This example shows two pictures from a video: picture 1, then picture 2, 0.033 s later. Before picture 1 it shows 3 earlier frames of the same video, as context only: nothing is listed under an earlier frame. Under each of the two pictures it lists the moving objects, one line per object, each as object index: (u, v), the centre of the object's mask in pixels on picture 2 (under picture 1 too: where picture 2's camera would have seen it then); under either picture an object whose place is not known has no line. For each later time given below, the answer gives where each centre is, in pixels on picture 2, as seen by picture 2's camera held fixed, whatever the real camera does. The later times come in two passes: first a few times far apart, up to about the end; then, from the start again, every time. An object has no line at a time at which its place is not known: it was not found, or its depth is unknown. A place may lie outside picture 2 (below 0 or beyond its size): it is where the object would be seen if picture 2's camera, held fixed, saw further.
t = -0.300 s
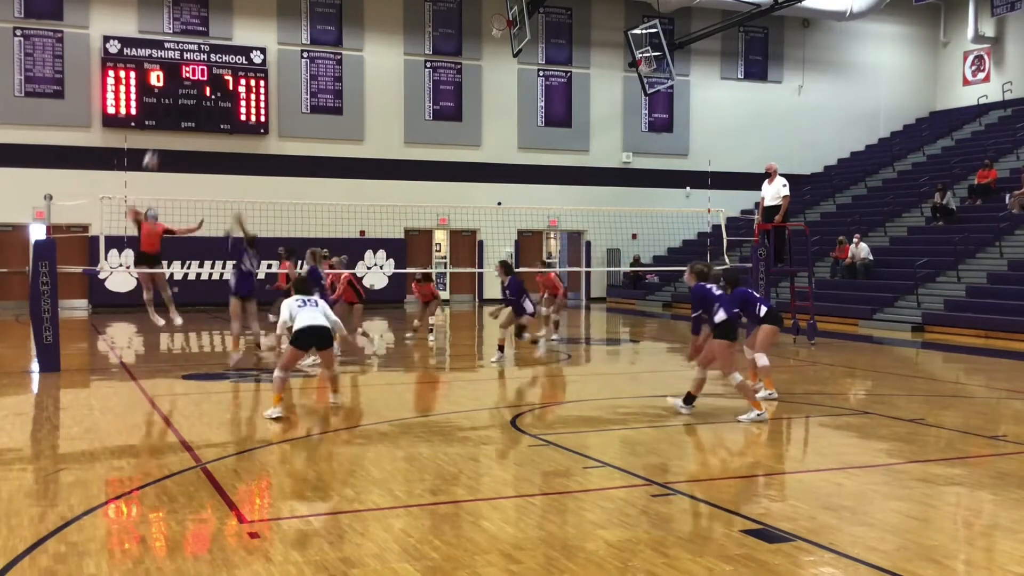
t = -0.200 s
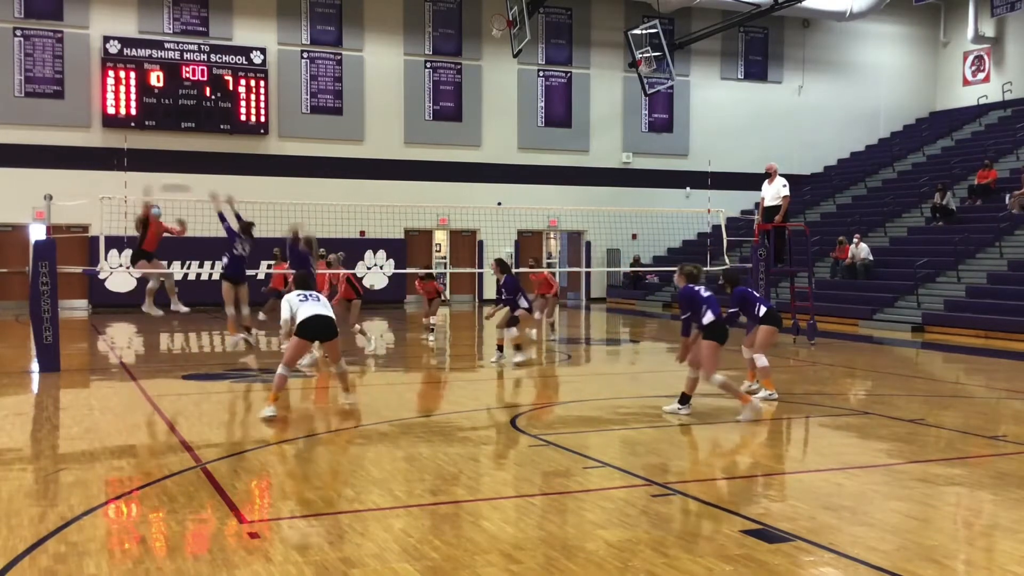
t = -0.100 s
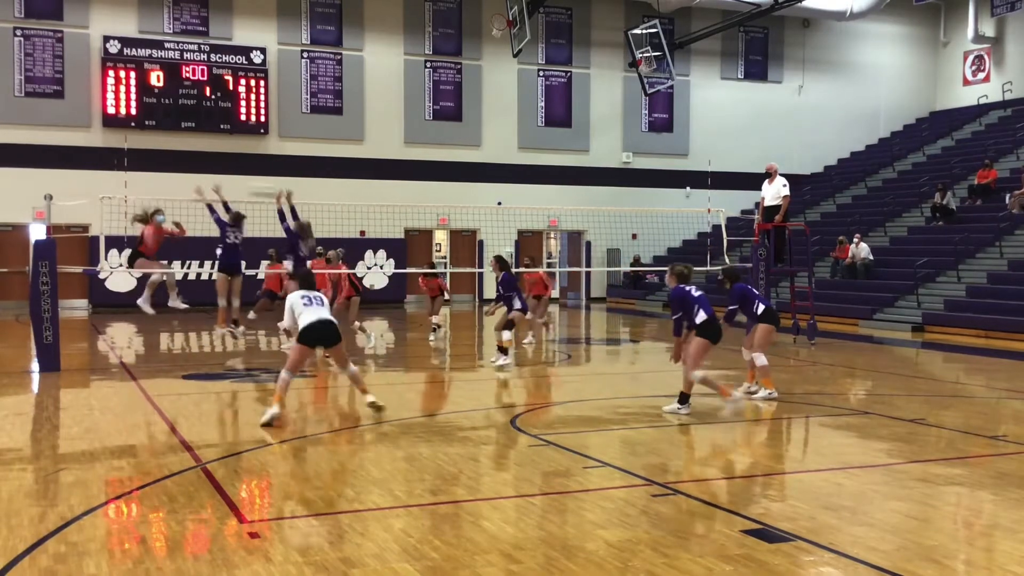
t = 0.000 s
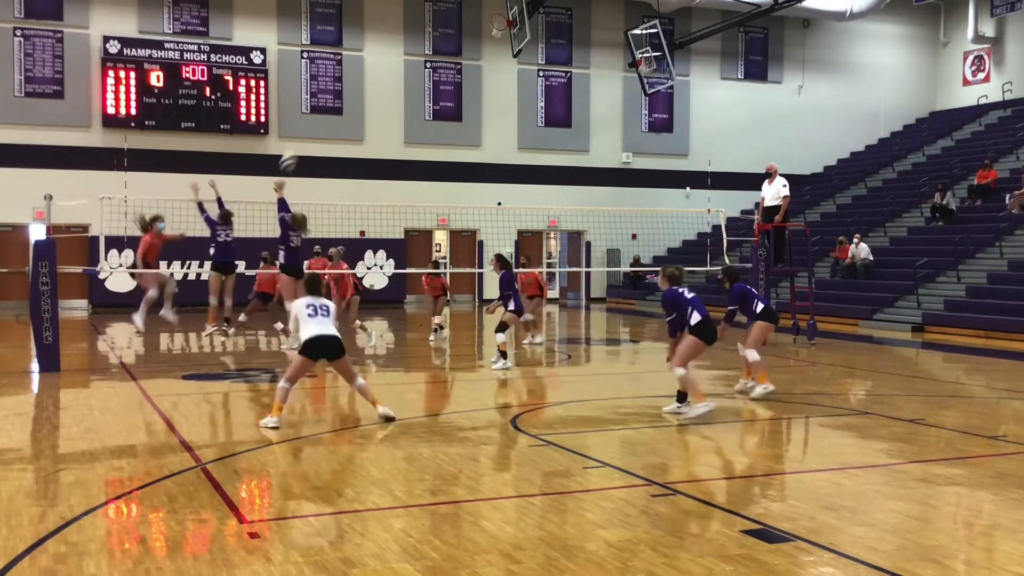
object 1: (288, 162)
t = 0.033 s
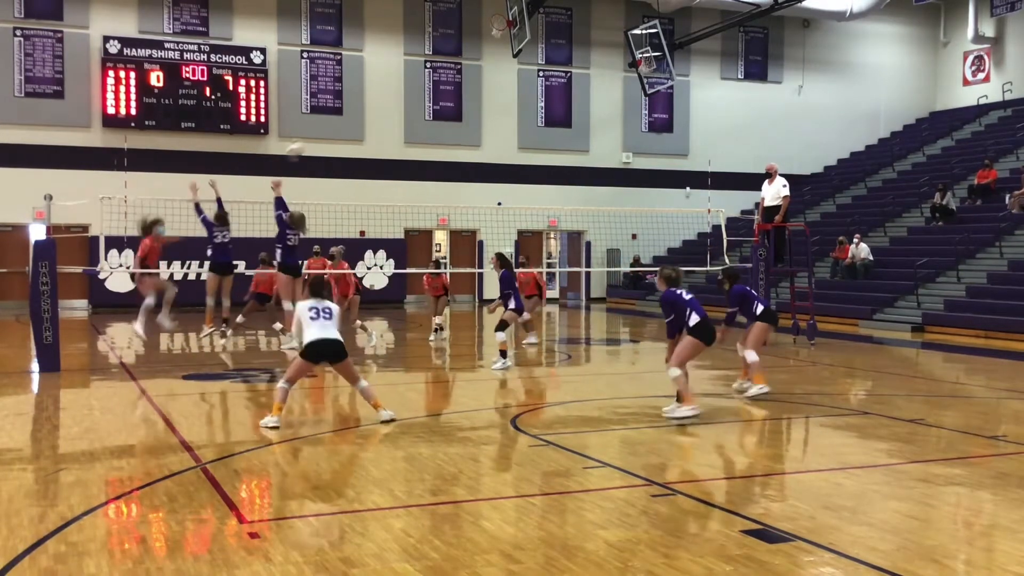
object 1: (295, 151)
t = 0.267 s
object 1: (342, 94)
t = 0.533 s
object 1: (409, 86)
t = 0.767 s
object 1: (482, 138)
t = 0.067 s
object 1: (300, 141)
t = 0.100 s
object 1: (306, 130)
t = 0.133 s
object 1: (315, 121)
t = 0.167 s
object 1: (321, 113)
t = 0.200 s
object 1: (328, 107)
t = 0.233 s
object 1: (334, 101)
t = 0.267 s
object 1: (342, 94)
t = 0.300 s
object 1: (349, 91)
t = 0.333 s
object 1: (357, 87)
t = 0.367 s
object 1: (365, 84)
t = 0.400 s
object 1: (374, 83)
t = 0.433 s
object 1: (382, 82)
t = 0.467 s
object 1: (390, 83)
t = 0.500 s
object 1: (400, 83)
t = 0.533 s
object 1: (409, 86)
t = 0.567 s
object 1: (417, 88)
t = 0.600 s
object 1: (429, 94)
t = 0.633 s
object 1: (441, 101)
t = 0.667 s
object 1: (449, 108)
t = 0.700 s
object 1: (460, 115)
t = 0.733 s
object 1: (470, 124)
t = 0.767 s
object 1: (482, 138)
